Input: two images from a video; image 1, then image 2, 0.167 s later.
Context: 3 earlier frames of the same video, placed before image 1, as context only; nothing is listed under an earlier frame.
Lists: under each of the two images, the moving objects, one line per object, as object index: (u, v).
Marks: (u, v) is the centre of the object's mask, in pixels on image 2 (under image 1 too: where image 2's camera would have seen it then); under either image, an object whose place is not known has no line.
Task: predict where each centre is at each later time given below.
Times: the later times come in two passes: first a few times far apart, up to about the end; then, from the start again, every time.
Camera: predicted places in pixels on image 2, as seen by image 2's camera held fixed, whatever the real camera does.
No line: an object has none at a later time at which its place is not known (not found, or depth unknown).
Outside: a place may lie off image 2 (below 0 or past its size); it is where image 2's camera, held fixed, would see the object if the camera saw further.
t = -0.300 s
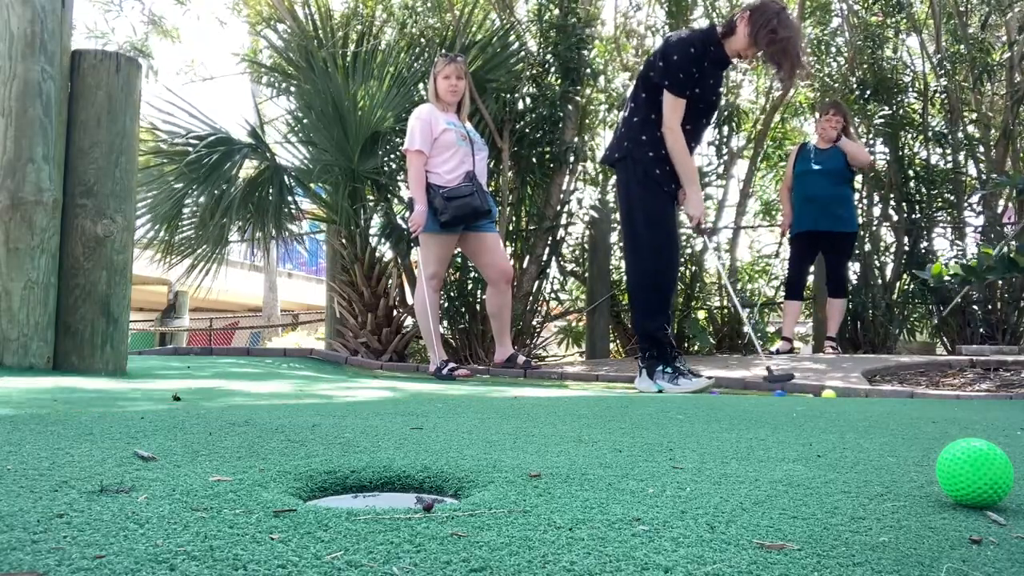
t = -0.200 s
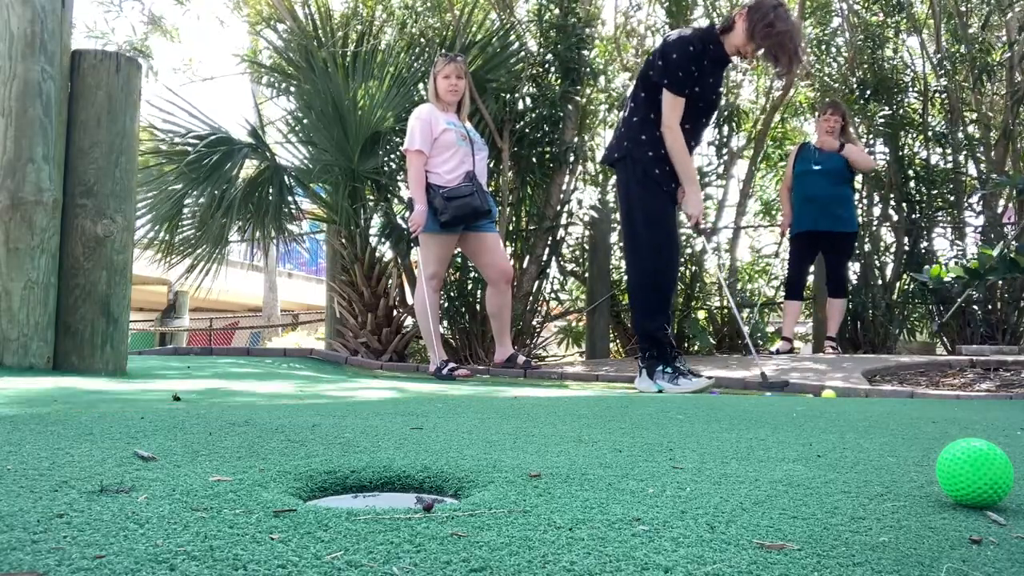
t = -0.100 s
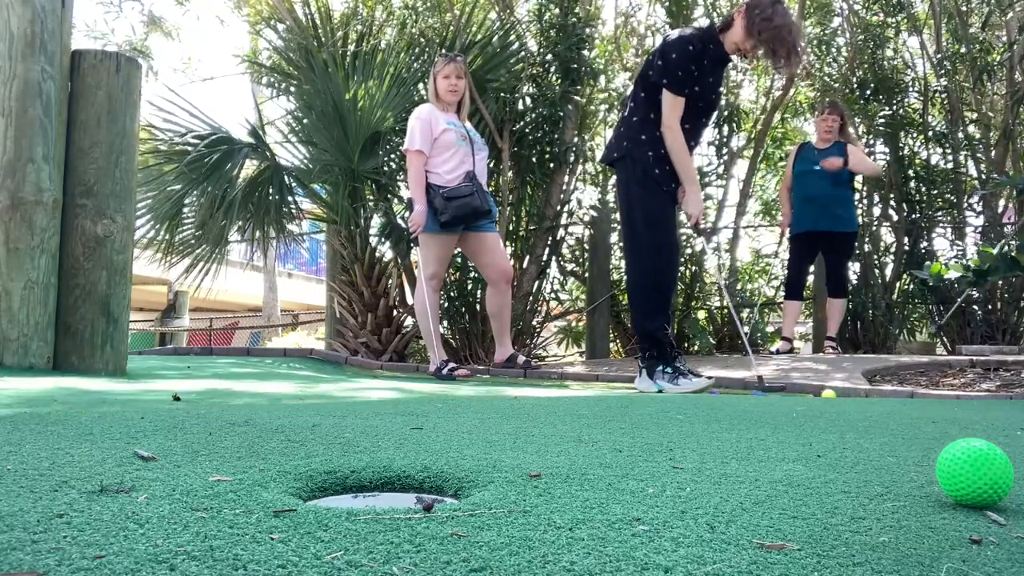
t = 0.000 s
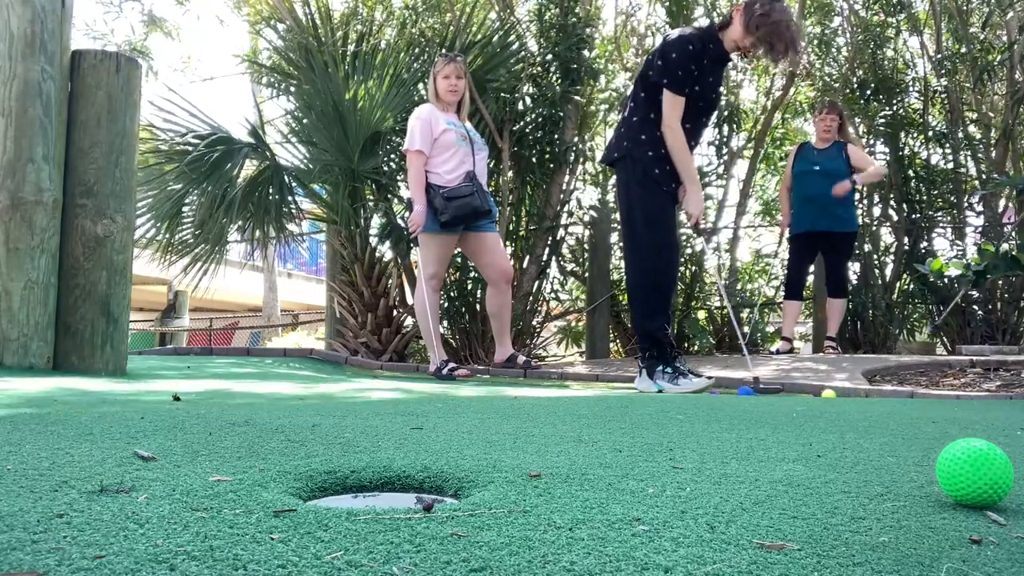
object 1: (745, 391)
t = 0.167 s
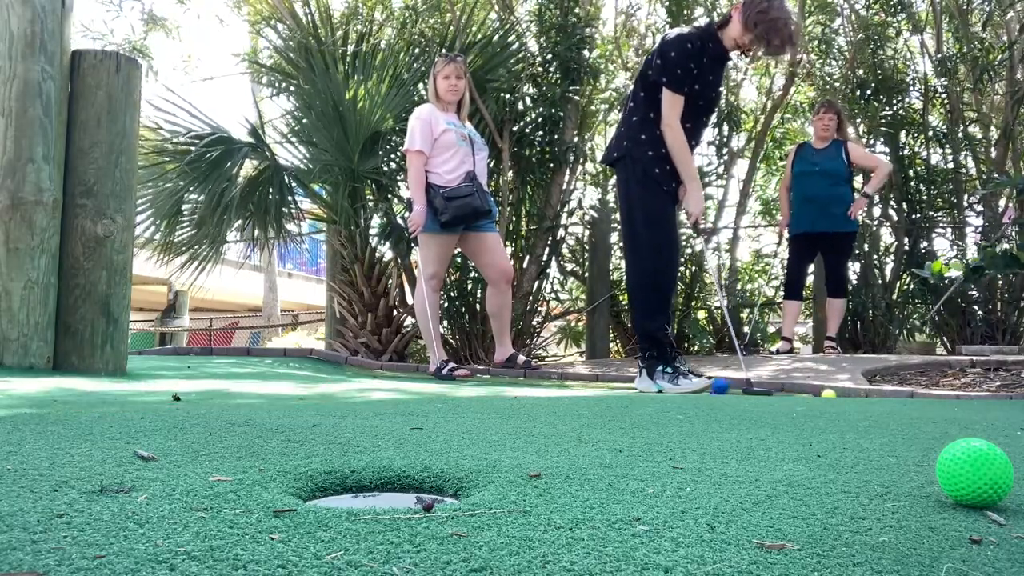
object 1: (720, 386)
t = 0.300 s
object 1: (696, 386)
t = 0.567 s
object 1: (642, 388)
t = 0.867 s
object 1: (582, 392)
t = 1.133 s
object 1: (527, 395)
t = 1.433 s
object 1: (455, 403)
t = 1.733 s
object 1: (383, 407)
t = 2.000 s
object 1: (346, 411)
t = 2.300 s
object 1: (344, 416)
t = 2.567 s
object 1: (364, 419)
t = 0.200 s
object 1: (714, 385)
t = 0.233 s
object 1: (708, 385)
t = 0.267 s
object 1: (702, 386)
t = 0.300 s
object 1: (696, 386)
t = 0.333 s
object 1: (689, 386)
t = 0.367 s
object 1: (683, 386)
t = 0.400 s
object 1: (676, 387)
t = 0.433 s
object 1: (669, 387)
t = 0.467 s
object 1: (662, 387)
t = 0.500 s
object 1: (656, 387)
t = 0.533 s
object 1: (649, 387)
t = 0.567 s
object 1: (642, 388)
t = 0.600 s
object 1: (636, 388)
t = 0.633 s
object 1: (629, 389)
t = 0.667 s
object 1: (622, 389)
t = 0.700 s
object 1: (616, 390)
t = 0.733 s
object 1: (609, 390)
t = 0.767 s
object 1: (602, 391)
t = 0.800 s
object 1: (596, 390)
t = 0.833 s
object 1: (589, 391)
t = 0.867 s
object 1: (582, 392)
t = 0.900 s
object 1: (575, 393)
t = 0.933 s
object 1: (568, 393)
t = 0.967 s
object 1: (561, 393)
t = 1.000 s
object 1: (554, 394)
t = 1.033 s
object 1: (548, 394)
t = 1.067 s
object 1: (541, 395)
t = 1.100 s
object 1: (534, 395)
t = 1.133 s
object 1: (527, 395)
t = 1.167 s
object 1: (520, 397)
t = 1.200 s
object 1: (512, 398)
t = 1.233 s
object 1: (504, 398)
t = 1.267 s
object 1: (497, 399)
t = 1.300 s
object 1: (489, 400)
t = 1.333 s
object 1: (481, 400)
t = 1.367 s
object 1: (472, 401)
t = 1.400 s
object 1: (464, 402)
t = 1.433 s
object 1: (455, 403)
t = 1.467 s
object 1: (446, 403)
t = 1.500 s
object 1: (438, 404)
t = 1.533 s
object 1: (429, 405)
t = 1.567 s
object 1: (420, 405)
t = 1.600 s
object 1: (412, 406)
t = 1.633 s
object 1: (405, 406)
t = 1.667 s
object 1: (397, 407)
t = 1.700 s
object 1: (390, 407)
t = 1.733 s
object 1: (383, 407)
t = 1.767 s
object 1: (376, 408)
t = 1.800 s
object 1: (370, 408)
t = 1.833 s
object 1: (365, 408)
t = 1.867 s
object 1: (360, 409)
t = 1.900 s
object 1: (356, 410)
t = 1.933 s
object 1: (352, 410)
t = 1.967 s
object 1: (349, 410)
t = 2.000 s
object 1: (346, 411)
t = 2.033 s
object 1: (344, 411)
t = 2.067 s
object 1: (342, 413)
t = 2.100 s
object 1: (340, 413)
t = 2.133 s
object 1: (339, 413)
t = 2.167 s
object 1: (339, 414)
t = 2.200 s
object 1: (339, 415)
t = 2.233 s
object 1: (340, 415)
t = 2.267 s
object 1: (342, 416)
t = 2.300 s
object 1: (344, 416)
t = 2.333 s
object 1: (346, 416)
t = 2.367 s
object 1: (348, 416)
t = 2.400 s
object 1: (349, 417)
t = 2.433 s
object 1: (351, 417)
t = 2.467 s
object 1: (354, 418)
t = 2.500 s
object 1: (357, 418)
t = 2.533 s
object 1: (360, 418)
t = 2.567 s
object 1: (364, 419)
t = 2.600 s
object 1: (368, 419)
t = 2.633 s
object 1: (371, 419)
